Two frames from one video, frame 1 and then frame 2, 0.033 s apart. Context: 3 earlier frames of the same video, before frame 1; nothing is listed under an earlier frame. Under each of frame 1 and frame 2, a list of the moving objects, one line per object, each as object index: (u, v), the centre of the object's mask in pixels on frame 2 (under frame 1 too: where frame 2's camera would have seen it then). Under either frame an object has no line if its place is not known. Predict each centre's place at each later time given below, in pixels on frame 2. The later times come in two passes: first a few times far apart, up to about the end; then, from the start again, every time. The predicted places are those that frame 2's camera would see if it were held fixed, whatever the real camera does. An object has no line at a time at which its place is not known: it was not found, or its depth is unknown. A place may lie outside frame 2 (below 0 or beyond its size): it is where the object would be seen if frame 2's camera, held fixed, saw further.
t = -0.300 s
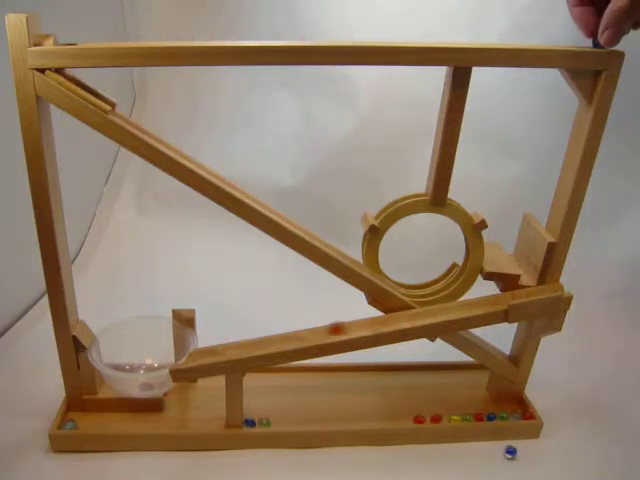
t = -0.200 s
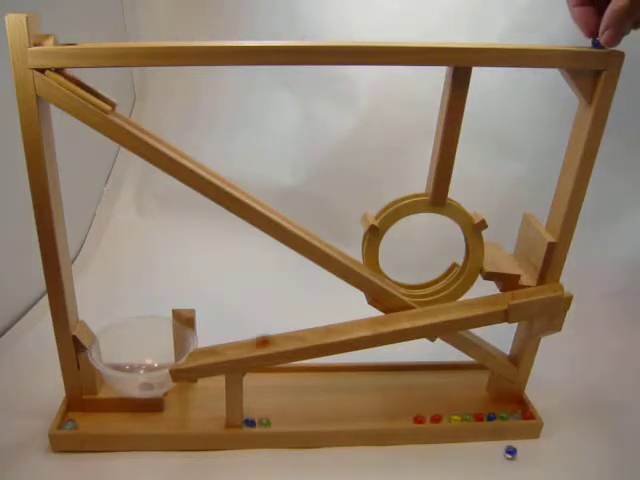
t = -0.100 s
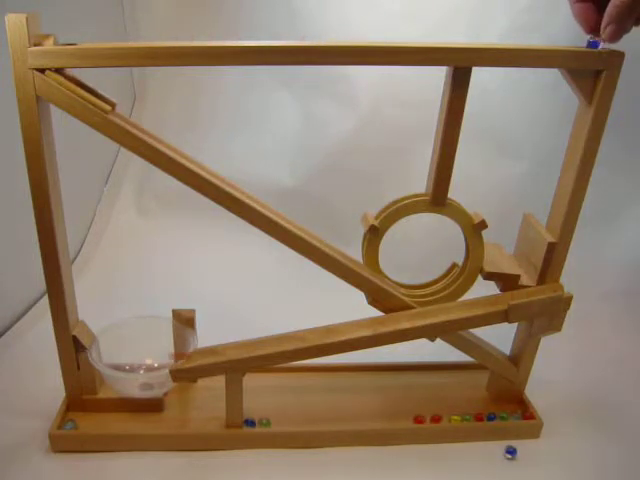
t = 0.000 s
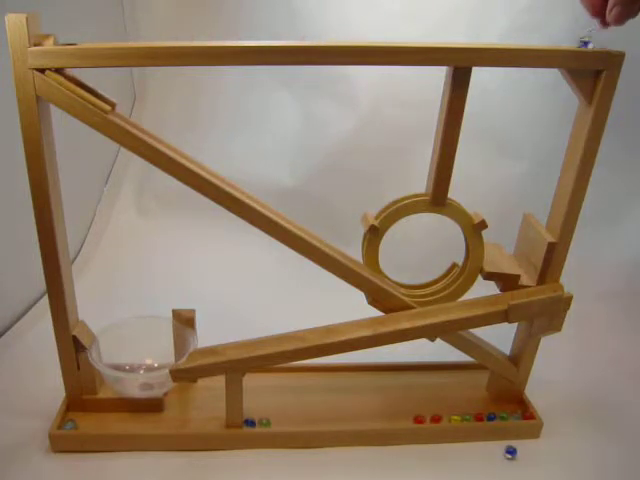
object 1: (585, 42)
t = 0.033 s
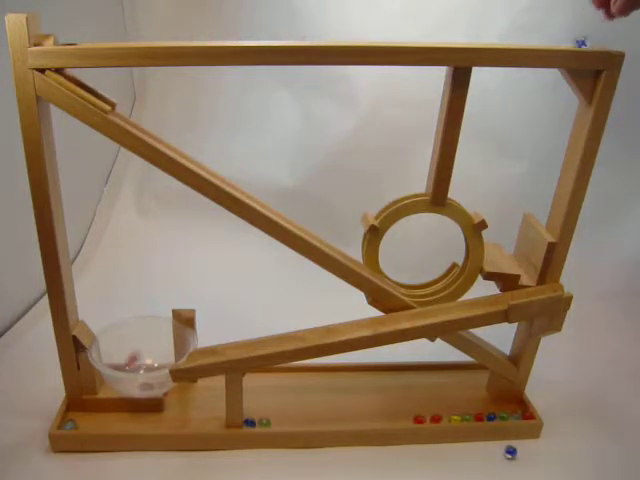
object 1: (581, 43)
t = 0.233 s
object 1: (553, 42)
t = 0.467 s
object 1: (504, 40)
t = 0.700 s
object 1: (442, 39)
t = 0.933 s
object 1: (361, 38)
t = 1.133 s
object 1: (277, 37)
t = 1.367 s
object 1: (163, 38)
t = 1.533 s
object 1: (70, 39)
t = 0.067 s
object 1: (577, 42)
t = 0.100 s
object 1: (572, 42)
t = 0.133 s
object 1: (568, 42)
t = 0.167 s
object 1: (562, 42)
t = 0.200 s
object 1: (557, 42)
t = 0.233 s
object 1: (553, 42)
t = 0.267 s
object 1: (546, 41)
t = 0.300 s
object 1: (540, 41)
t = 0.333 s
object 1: (533, 41)
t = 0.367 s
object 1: (526, 41)
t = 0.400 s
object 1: (520, 41)
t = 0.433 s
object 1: (512, 40)
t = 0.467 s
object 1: (504, 40)
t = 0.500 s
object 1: (496, 40)
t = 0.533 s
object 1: (488, 40)
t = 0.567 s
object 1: (481, 39)
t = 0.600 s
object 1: (470, 39)
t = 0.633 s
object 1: (461, 39)
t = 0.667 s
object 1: (451, 39)
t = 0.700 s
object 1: (442, 39)
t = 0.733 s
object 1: (431, 39)
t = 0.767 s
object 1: (419, 38)
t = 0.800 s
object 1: (409, 39)
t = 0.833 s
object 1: (397, 38)
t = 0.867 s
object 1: (385, 38)
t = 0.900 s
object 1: (374, 39)
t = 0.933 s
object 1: (361, 38)
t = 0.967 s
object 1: (347, 38)
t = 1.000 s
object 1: (335, 38)
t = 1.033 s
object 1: (320, 38)
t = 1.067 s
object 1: (305, 38)
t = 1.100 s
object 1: (293, 38)
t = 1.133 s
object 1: (277, 37)
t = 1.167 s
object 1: (262, 37)
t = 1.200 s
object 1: (246, 37)
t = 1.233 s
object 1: (230, 37)
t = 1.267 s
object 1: (214, 37)
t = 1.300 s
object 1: (197, 37)
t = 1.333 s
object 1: (181, 37)
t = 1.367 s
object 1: (163, 38)
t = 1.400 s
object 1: (144, 39)
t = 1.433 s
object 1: (128, 38)
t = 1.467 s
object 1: (107, 39)
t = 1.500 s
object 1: (90, 39)
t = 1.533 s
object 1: (70, 39)
